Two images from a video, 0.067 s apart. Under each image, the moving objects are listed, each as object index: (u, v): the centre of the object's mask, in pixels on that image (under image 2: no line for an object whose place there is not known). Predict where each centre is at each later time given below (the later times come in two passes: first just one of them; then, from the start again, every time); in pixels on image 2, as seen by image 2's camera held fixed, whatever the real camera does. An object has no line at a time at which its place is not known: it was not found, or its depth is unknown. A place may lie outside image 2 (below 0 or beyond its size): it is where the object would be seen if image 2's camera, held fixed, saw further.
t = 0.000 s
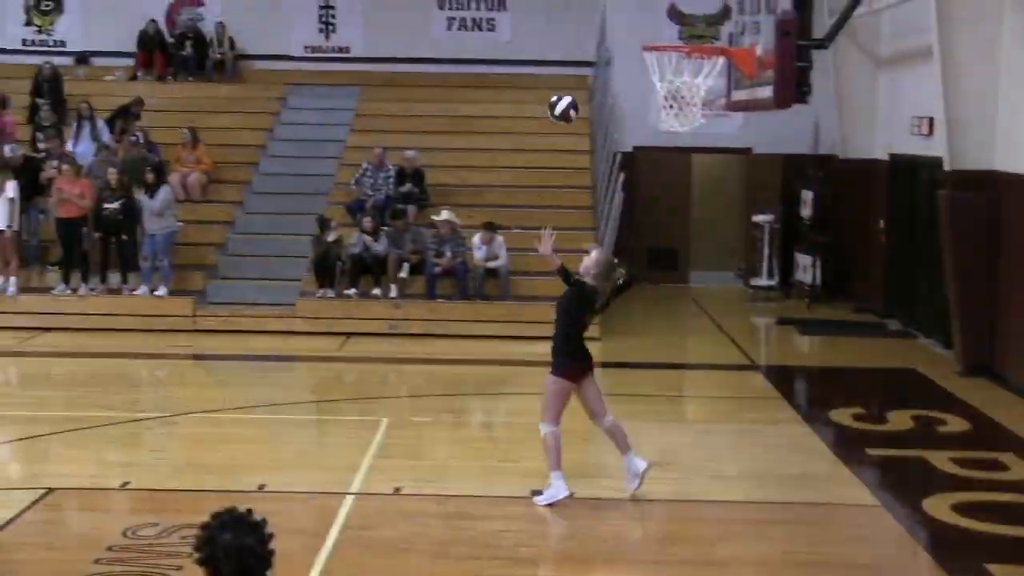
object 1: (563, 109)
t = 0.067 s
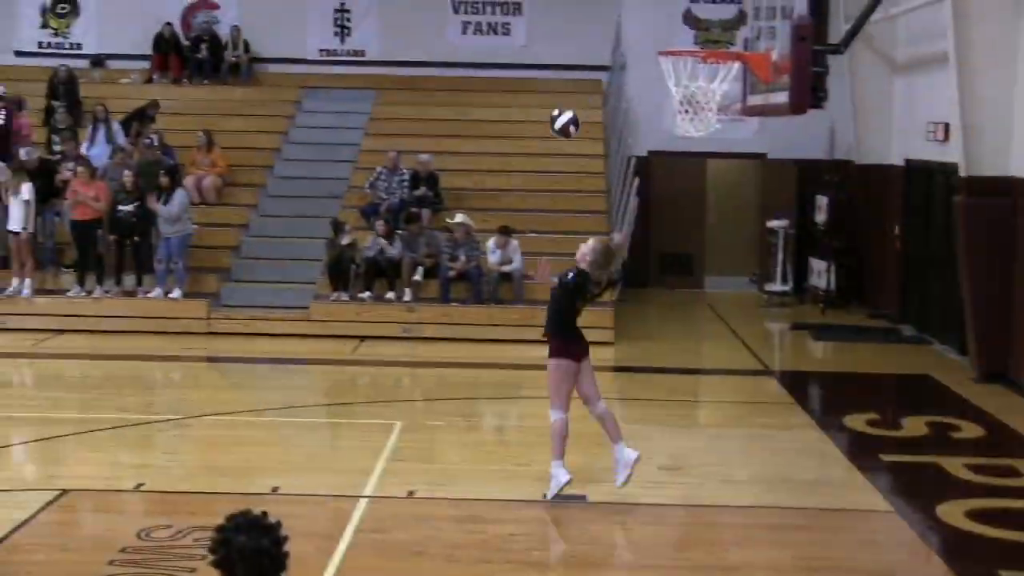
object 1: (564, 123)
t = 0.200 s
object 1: (536, 162)
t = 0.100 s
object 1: (557, 130)
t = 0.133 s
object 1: (550, 140)
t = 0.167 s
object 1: (543, 150)
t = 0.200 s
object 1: (536, 162)
